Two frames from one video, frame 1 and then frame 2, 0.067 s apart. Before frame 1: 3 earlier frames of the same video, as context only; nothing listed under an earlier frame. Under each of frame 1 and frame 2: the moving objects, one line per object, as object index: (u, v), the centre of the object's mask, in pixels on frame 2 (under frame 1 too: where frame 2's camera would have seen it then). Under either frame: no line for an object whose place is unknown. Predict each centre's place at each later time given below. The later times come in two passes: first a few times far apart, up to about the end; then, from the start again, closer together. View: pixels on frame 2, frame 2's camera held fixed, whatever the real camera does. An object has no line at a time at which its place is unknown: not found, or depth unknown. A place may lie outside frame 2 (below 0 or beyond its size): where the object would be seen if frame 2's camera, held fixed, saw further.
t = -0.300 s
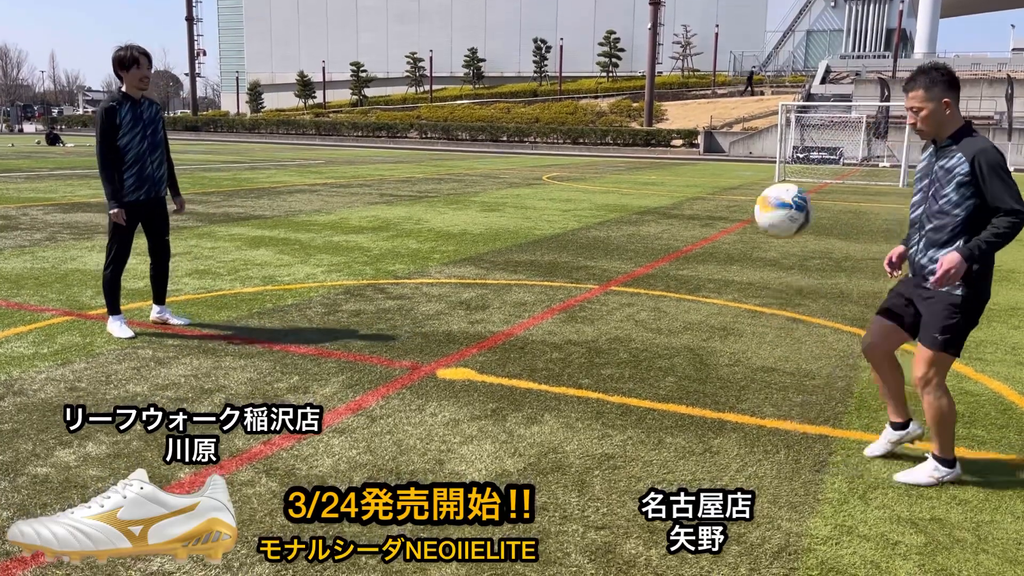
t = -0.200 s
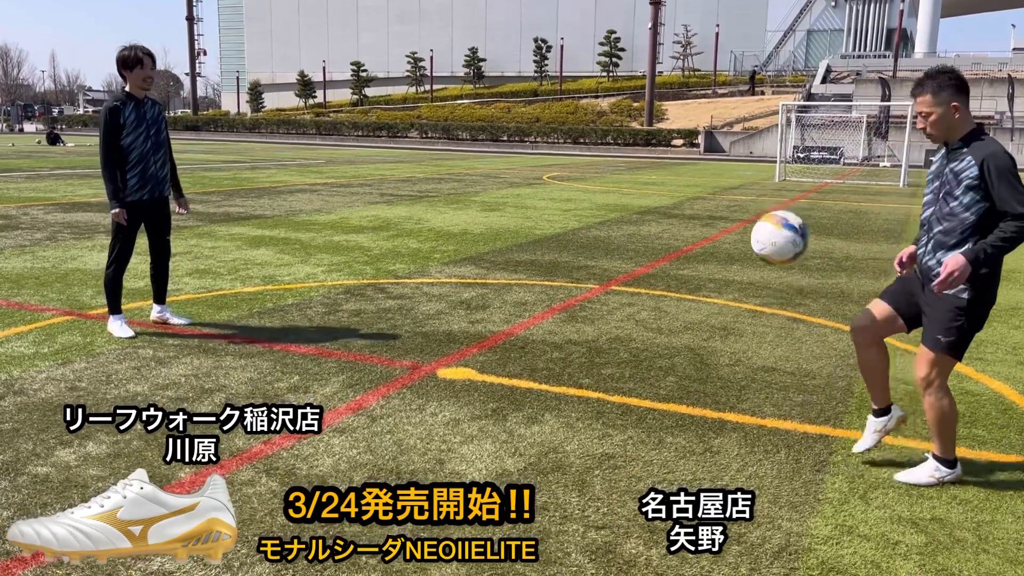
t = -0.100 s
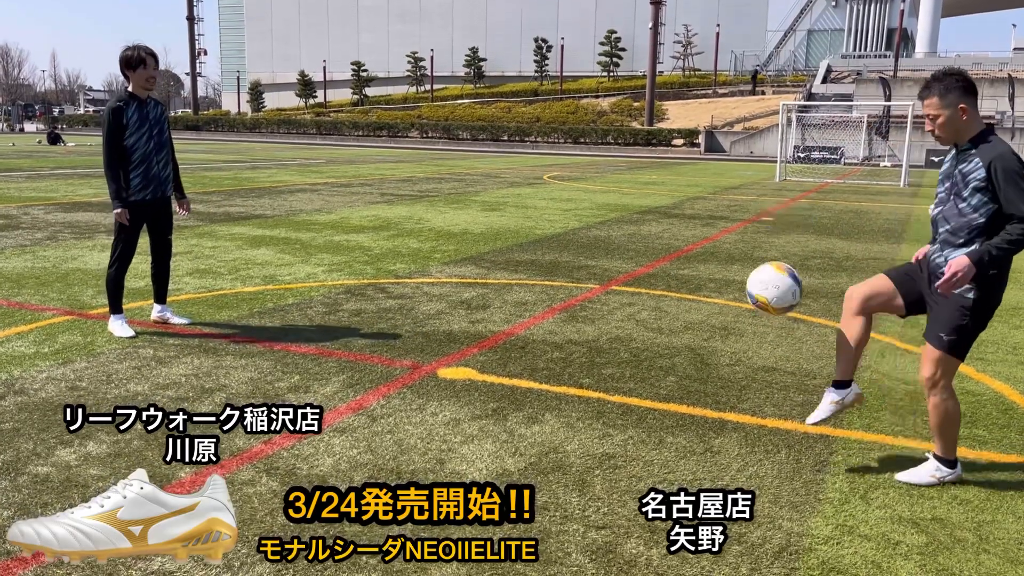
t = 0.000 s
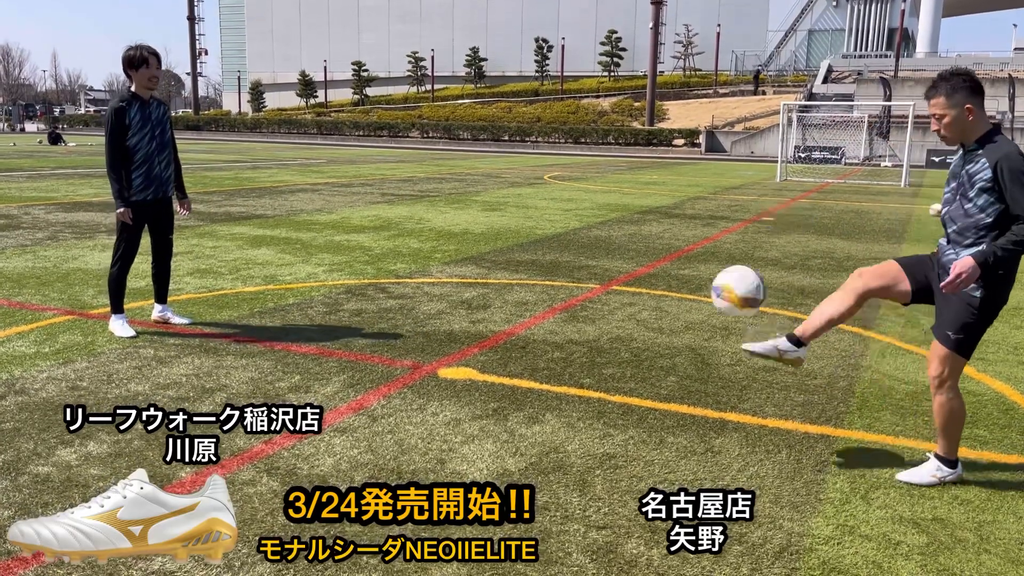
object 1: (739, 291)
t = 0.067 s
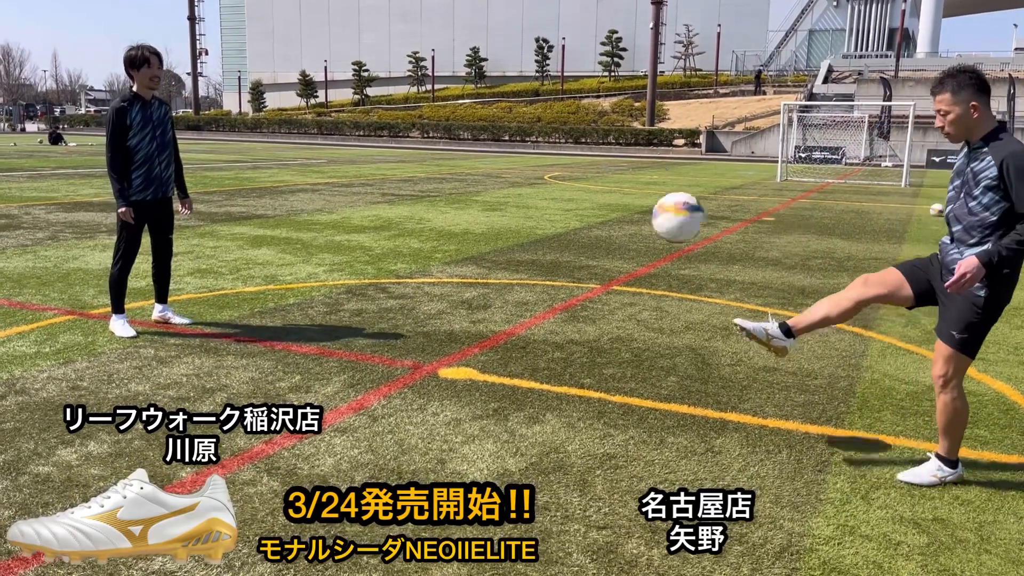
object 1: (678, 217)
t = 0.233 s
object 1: (540, 92)
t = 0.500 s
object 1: (357, 39)
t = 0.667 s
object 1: (265, 76)
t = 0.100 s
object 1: (649, 186)
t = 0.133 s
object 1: (620, 157)
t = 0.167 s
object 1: (593, 133)
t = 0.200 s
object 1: (566, 111)
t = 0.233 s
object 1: (540, 92)
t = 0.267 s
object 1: (514, 77)
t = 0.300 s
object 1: (490, 64)
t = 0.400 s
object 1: (421, 41)
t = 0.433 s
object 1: (399, 38)
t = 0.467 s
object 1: (377, 37)
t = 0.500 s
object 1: (357, 39)
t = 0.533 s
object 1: (337, 43)
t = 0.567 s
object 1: (318, 48)
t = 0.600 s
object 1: (299, 56)
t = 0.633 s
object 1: (282, 65)
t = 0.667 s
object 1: (265, 76)
